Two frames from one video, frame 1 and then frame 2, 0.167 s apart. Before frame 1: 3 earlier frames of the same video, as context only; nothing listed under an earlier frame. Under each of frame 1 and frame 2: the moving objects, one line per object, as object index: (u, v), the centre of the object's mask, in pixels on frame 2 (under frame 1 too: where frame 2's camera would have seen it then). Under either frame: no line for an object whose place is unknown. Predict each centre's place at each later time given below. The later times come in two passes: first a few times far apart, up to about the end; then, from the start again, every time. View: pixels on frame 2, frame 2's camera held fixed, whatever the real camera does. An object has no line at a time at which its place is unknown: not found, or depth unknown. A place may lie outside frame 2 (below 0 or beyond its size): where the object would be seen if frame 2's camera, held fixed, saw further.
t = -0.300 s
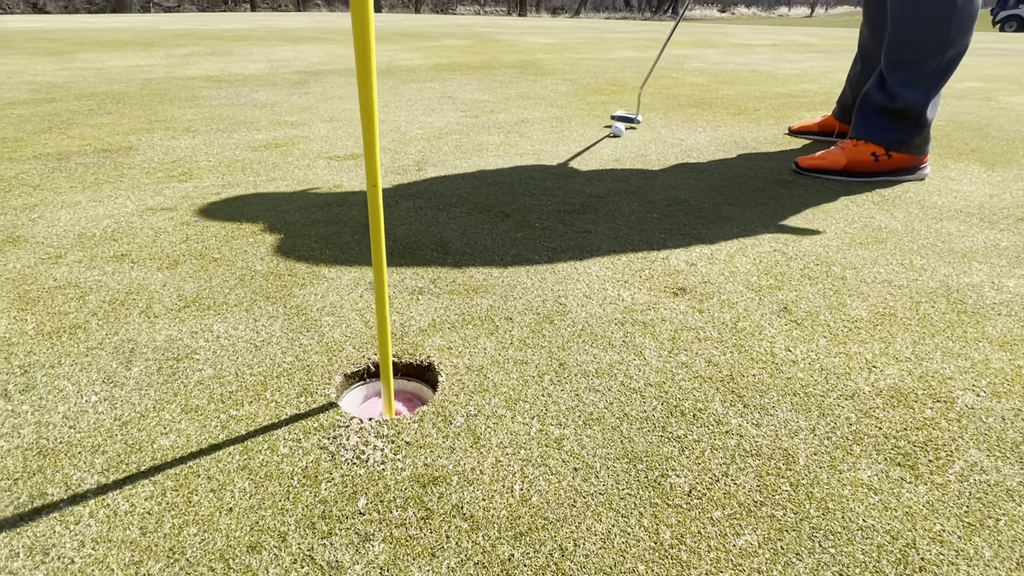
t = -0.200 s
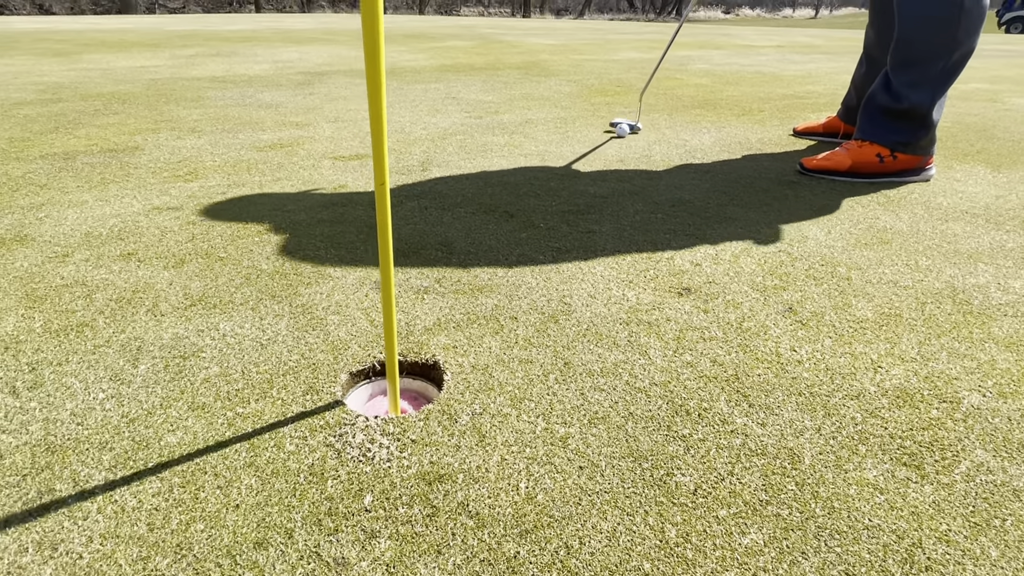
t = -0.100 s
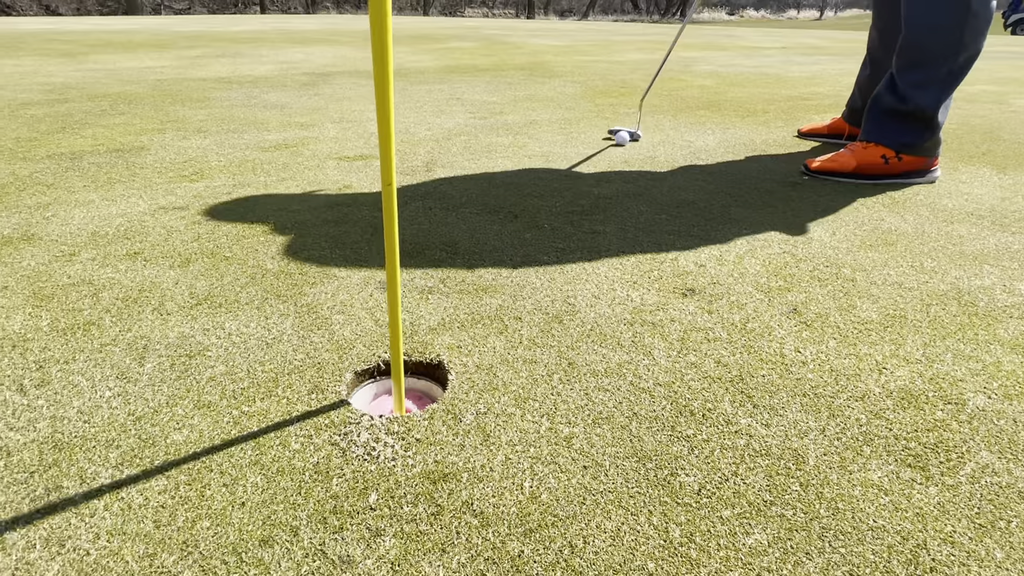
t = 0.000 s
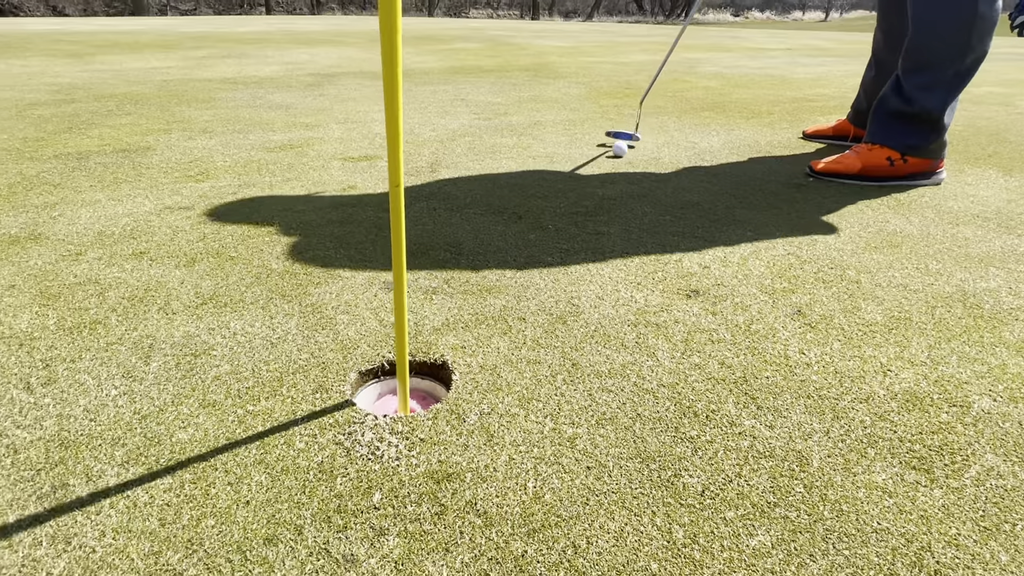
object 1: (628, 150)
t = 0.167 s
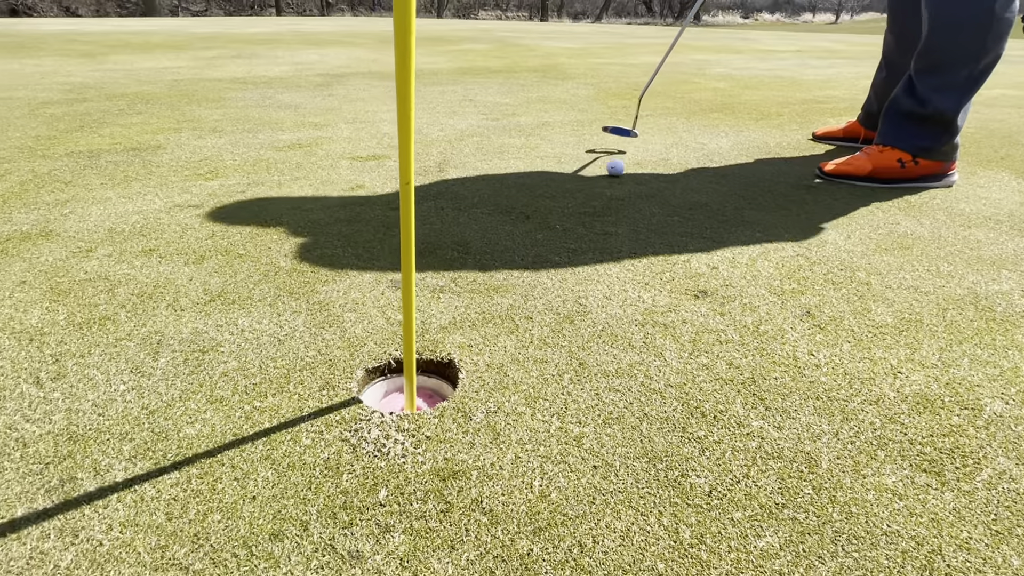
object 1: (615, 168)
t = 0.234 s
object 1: (610, 176)
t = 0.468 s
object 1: (586, 208)
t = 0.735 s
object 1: (552, 256)
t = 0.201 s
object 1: (612, 171)
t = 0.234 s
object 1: (610, 176)
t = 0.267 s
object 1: (606, 179)
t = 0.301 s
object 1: (603, 184)
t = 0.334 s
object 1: (600, 187)
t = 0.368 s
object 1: (597, 193)
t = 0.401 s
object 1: (593, 197)
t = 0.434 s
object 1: (590, 203)
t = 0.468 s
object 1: (586, 208)
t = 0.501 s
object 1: (583, 212)
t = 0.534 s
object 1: (579, 219)
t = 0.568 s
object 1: (575, 224)
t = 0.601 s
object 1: (571, 230)
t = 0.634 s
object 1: (566, 237)
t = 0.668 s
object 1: (562, 243)
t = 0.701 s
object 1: (557, 249)
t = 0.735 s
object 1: (552, 256)
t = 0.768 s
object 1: (547, 262)
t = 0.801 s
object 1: (542, 268)
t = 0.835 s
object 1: (536, 276)
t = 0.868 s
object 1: (532, 283)
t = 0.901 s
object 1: (526, 291)
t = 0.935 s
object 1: (520, 298)
